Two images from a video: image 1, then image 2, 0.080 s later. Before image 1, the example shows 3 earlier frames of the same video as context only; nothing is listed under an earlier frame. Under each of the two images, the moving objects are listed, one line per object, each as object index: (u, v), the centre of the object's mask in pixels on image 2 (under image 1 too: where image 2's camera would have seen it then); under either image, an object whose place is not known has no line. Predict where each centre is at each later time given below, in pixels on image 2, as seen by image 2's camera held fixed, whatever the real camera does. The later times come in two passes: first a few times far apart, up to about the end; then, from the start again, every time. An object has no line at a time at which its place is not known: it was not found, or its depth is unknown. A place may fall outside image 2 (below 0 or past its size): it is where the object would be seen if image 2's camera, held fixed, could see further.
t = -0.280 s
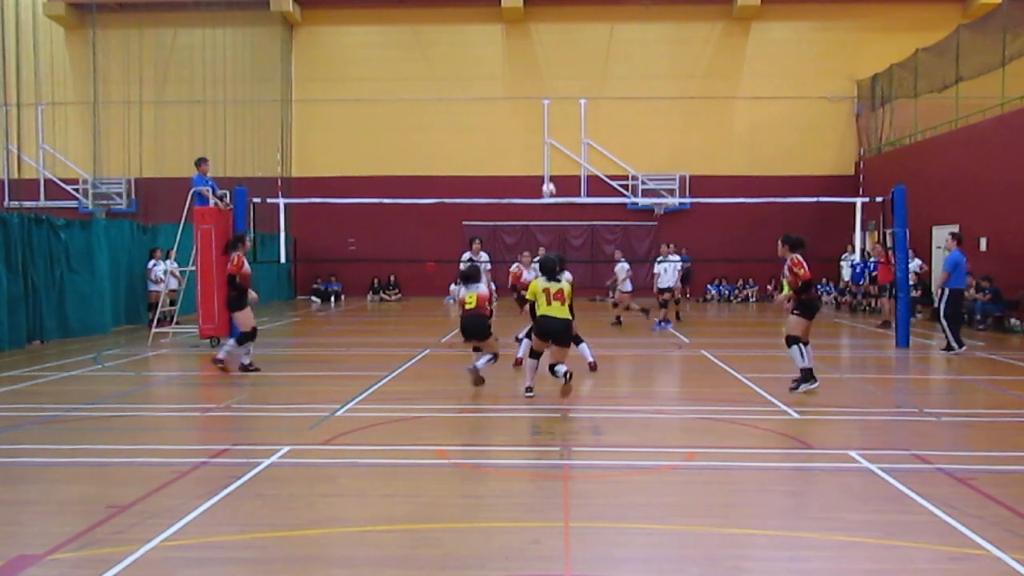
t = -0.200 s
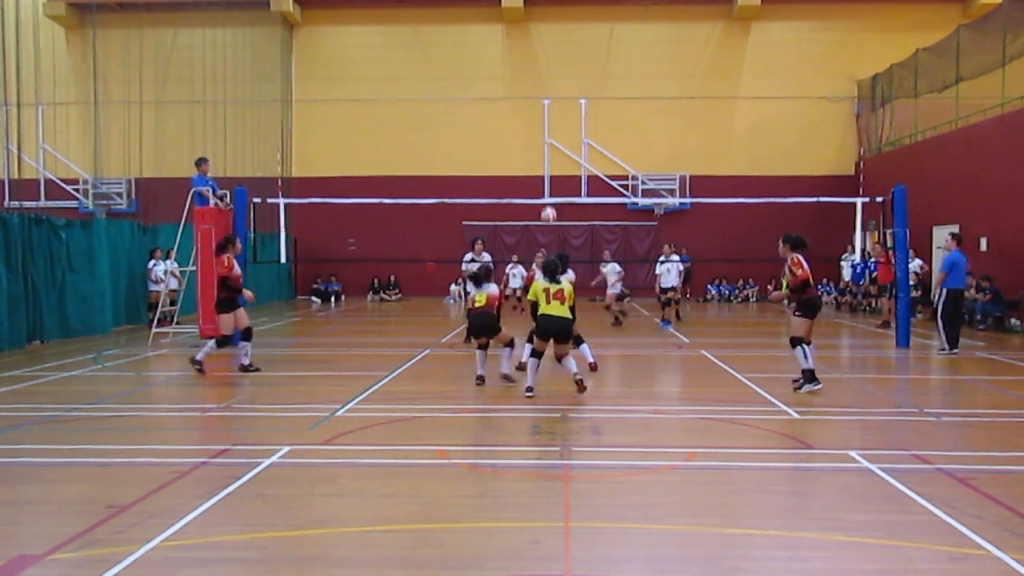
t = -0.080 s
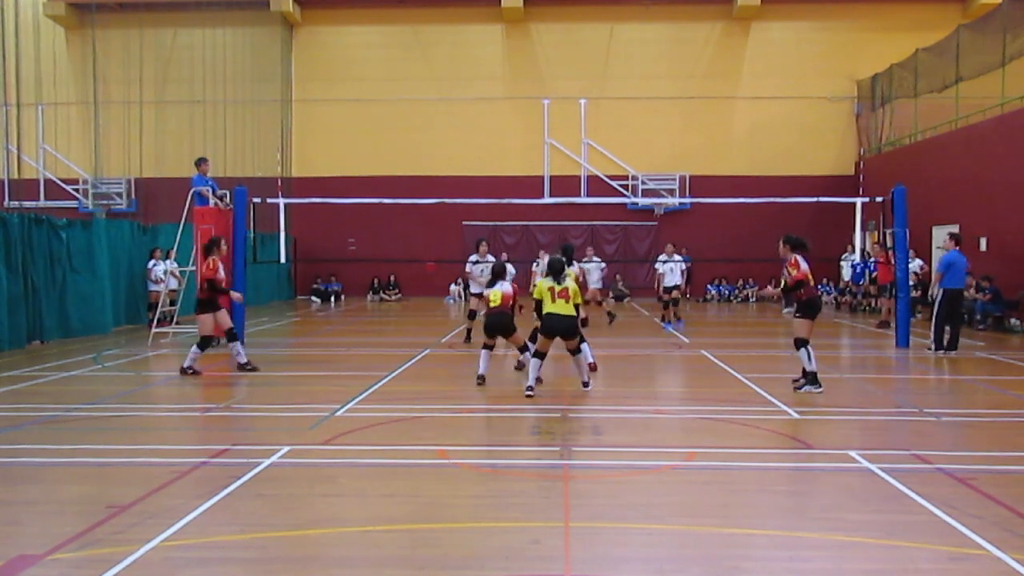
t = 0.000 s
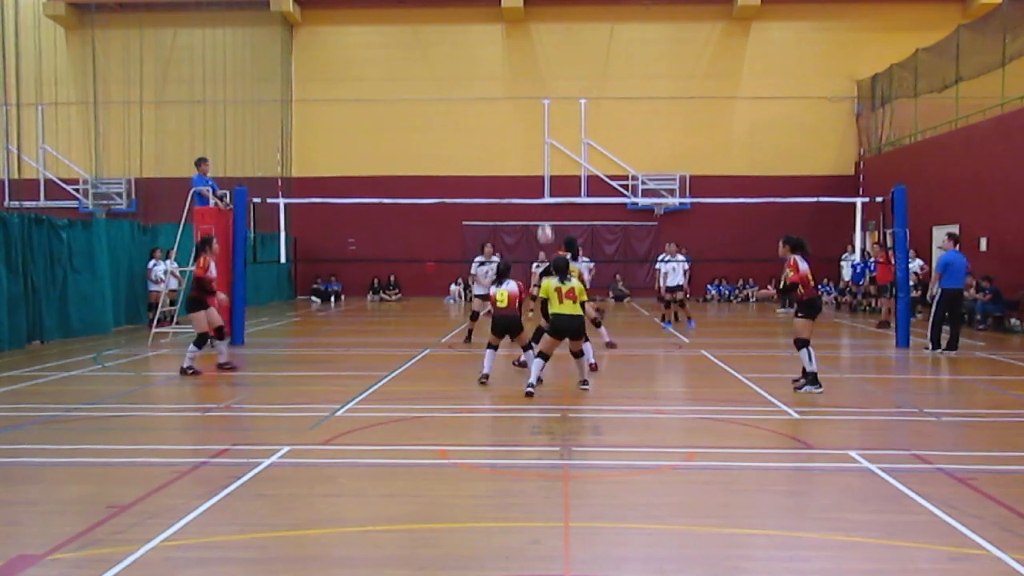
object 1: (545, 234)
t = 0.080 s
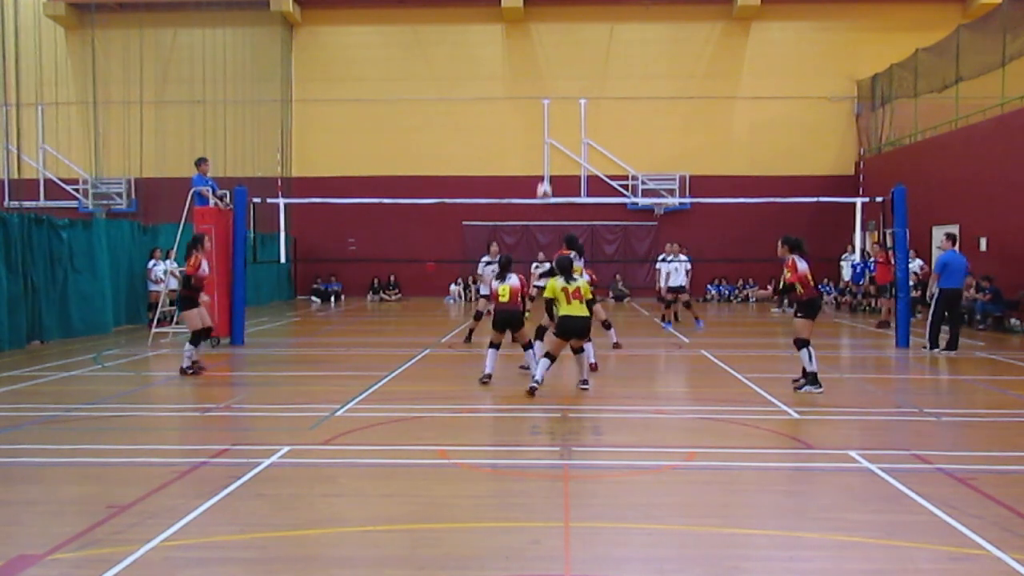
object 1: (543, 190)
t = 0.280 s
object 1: (542, 114)
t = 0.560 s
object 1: (537, 64)
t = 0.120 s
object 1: (543, 172)
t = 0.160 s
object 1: (542, 155)
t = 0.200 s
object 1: (542, 140)
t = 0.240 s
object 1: (542, 126)
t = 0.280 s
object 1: (542, 114)
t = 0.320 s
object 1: (541, 103)
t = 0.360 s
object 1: (540, 93)
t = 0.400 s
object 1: (539, 84)
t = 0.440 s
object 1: (539, 78)
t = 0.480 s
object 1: (539, 72)
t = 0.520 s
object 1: (537, 68)
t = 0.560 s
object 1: (537, 64)
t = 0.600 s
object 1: (537, 62)
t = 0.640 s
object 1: (536, 61)
